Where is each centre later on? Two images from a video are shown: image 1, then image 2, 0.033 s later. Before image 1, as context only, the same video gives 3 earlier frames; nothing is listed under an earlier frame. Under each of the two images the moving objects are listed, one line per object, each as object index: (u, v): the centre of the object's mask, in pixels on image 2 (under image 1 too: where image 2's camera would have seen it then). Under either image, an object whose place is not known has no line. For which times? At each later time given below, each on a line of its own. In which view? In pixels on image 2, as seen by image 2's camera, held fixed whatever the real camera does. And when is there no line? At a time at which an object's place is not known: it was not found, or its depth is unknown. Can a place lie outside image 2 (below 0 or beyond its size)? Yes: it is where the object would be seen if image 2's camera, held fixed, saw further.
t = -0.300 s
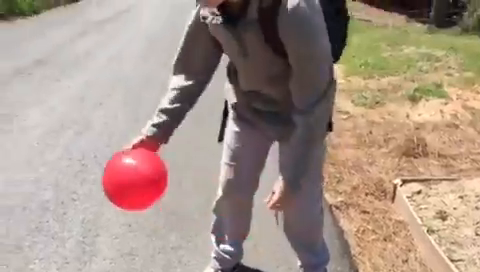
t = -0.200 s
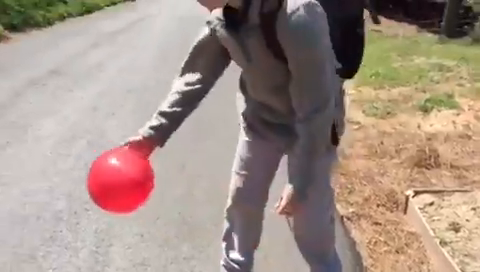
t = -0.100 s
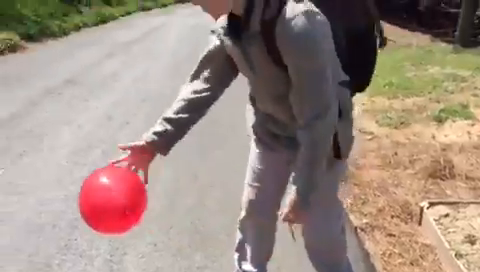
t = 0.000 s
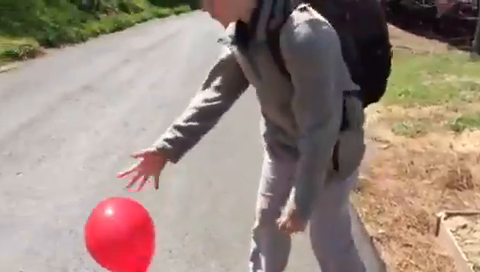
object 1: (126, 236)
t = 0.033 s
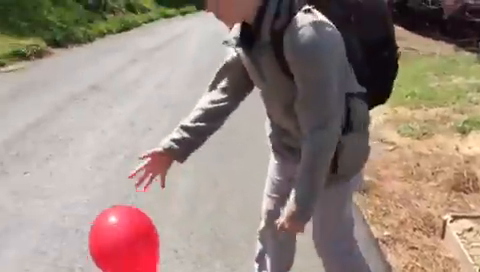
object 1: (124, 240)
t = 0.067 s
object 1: (122, 246)
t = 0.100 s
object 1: (121, 253)
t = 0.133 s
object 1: (120, 260)
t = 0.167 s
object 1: (120, 268)
